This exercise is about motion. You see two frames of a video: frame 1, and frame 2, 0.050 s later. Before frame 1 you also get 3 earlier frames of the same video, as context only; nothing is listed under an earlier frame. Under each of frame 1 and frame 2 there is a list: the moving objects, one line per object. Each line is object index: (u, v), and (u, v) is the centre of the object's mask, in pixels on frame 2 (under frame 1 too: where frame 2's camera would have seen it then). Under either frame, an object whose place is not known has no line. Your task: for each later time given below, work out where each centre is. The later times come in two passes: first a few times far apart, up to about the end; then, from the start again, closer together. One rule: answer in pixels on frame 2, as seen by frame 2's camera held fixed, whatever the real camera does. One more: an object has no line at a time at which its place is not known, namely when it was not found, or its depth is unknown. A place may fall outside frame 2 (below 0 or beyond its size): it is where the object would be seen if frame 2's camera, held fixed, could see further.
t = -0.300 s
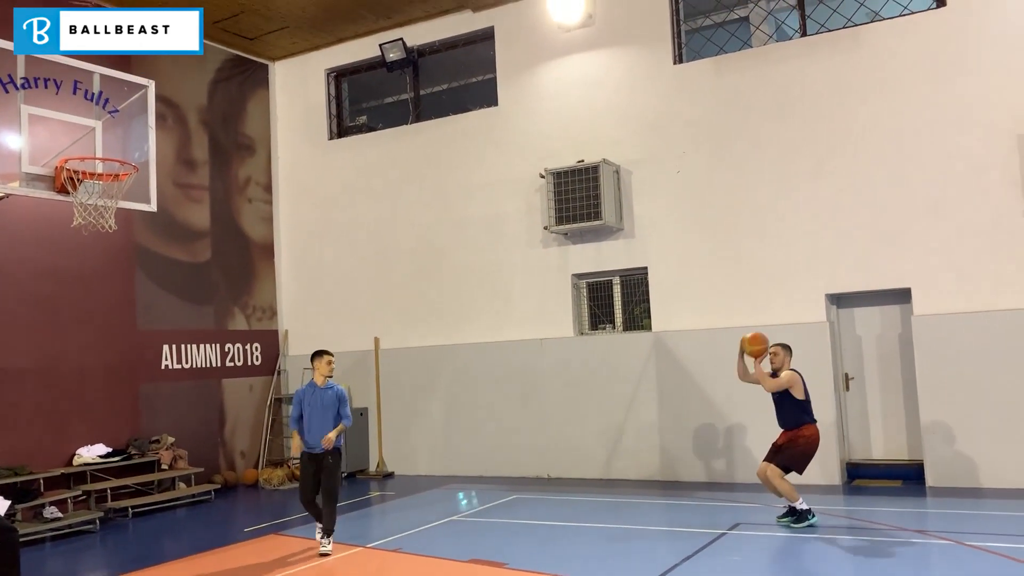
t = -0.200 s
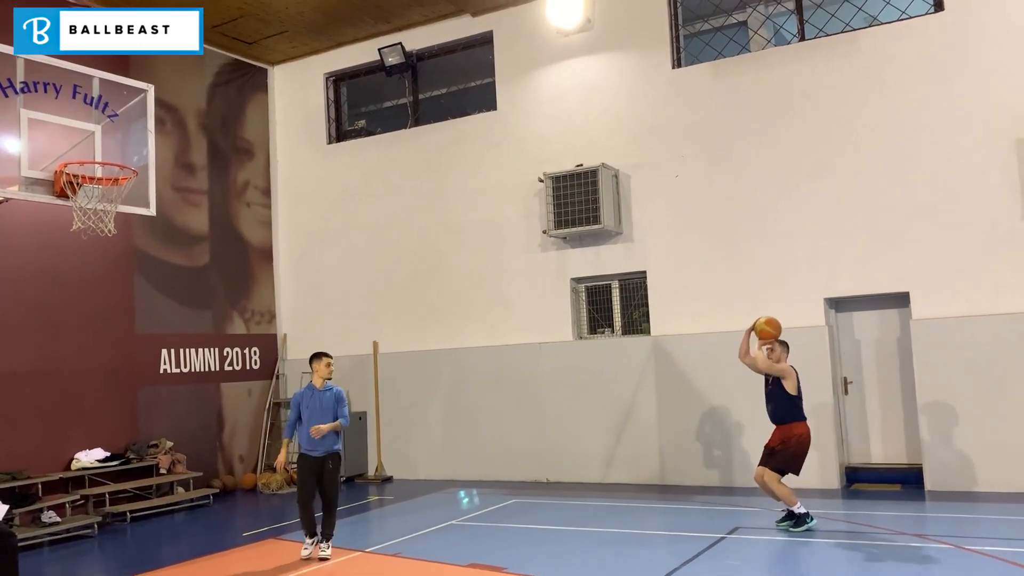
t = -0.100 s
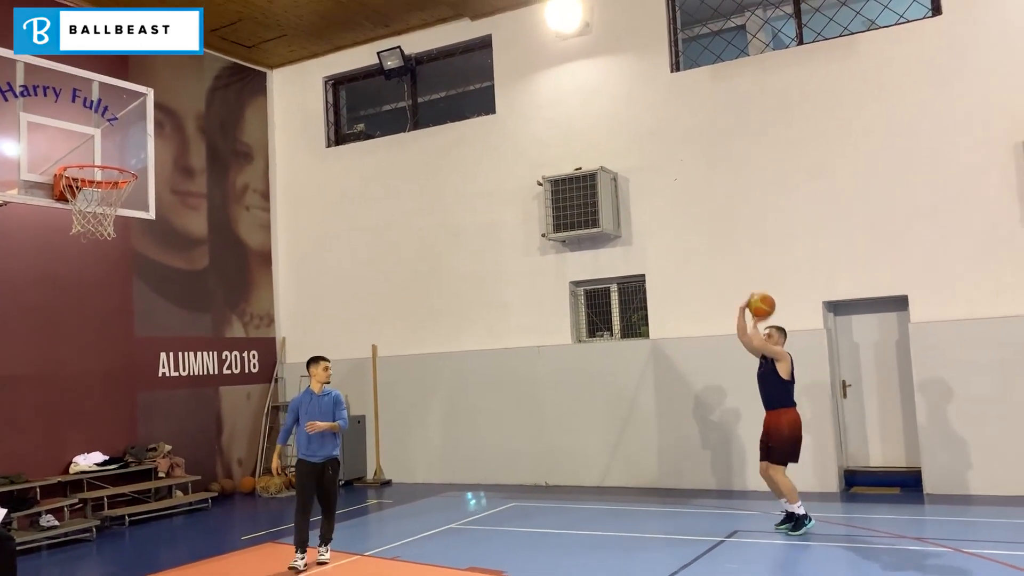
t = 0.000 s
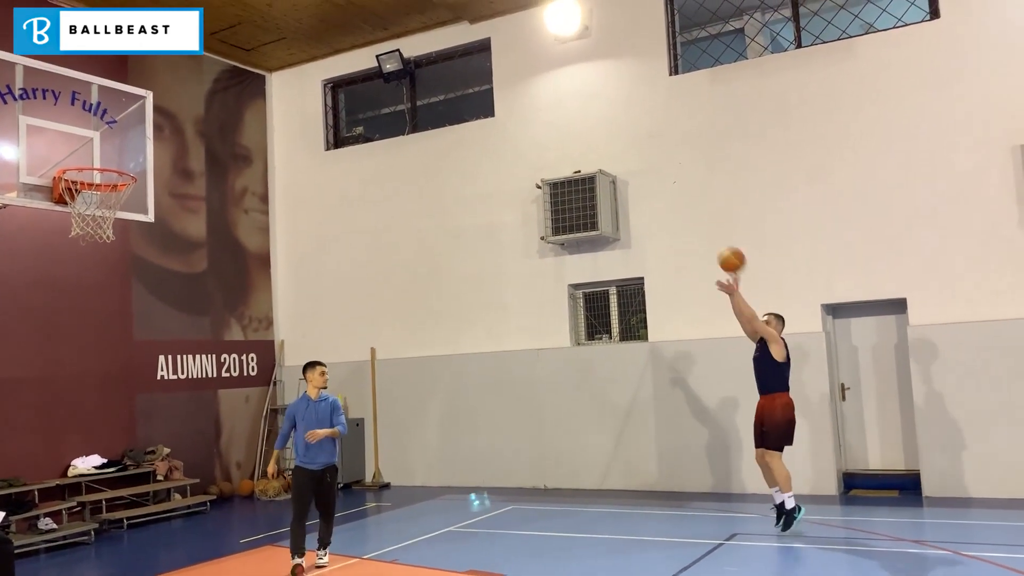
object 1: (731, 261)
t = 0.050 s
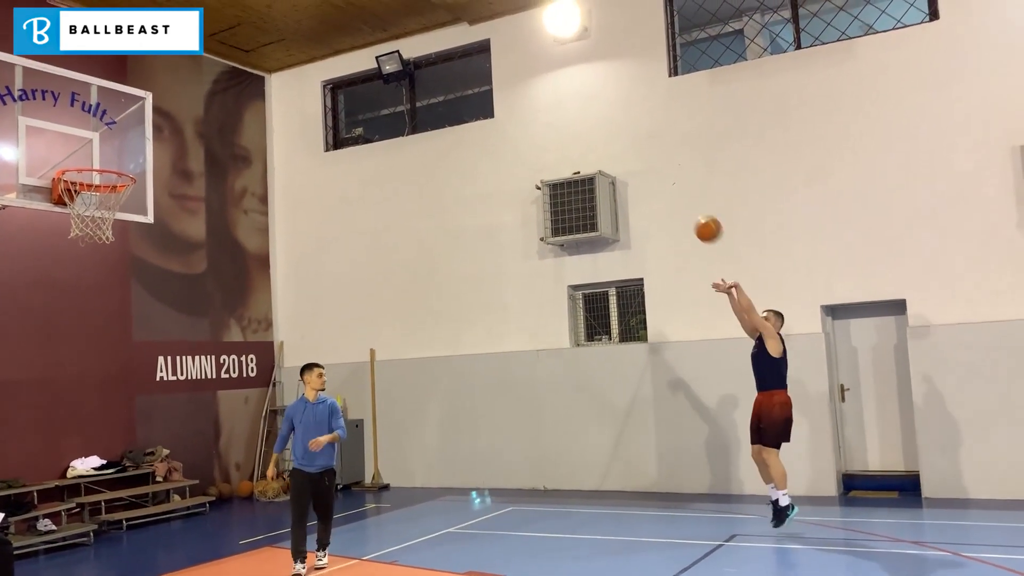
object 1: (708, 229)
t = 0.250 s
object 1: (614, 124)
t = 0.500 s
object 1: (492, 42)
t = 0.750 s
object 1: (362, 27)
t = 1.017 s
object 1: (207, 100)
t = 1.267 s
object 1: (70, 161)
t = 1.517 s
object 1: (43, 136)
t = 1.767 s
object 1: (15, 202)
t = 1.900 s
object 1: (2, 274)
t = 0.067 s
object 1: (701, 219)
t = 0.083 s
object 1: (692, 209)
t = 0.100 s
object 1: (685, 199)
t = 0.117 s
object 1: (678, 190)
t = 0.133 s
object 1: (669, 180)
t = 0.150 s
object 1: (661, 172)
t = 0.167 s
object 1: (654, 163)
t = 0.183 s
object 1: (645, 155)
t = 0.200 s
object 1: (637, 146)
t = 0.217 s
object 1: (630, 139)
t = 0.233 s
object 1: (621, 130)
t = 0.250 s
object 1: (614, 124)
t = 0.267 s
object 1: (606, 116)
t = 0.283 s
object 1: (597, 109)
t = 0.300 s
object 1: (590, 103)
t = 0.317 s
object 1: (582, 96)
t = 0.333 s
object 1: (574, 90)
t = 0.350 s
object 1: (566, 84)
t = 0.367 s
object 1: (558, 78)
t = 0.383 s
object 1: (549, 72)
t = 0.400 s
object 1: (542, 67)
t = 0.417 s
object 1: (534, 62)
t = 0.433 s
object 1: (525, 58)
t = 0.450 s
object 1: (517, 53)
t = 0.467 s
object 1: (509, 50)
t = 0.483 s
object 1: (500, 46)
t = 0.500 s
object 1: (492, 42)
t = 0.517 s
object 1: (484, 39)
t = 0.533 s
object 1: (476, 37)
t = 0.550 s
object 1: (467, 34)
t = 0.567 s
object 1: (458, 31)
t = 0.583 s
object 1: (451, 29)
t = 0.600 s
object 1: (441, 28)
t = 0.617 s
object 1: (433, 27)
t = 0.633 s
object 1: (424, 26)
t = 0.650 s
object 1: (415, 25)
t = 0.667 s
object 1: (406, 25)
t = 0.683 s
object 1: (398, 24)
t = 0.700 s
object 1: (389, 24)
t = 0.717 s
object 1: (380, 25)
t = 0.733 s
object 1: (371, 27)
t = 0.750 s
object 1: (362, 27)
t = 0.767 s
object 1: (352, 29)
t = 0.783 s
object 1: (343, 31)
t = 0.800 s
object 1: (334, 33)
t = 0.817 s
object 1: (325, 36)
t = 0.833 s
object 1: (315, 39)
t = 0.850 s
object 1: (306, 42)
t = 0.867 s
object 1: (296, 47)
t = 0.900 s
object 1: (276, 56)
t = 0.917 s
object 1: (267, 61)
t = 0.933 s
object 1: (257, 66)
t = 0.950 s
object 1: (248, 72)
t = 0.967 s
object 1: (237, 78)
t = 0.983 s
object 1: (227, 85)
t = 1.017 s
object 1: (207, 100)
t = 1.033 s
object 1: (196, 108)
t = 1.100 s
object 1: (154, 144)
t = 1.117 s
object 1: (141, 155)
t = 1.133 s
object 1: (133, 164)
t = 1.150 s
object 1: (125, 164)
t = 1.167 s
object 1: (117, 163)
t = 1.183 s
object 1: (110, 163)
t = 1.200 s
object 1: (102, 161)
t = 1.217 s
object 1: (93, 161)
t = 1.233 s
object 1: (86, 161)
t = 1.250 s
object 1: (77, 159)
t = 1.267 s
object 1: (70, 161)
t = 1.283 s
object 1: (67, 158)
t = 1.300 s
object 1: (65, 154)
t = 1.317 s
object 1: (63, 150)
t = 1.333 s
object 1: (61, 148)
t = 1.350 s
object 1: (60, 145)
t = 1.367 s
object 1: (58, 142)
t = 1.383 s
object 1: (57, 140)
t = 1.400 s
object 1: (55, 138)
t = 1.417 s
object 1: (53, 137)
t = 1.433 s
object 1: (51, 136)
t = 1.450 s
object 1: (49, 135)
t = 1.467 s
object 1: (48, 134)
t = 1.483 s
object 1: (46, 135)
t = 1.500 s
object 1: (45, 135)
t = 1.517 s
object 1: (43, 136)
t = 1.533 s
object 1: (41, 137)
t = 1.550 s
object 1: (39, 139)
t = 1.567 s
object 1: (37, 142)
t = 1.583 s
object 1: (36, 144)
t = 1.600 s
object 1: (34, 147)
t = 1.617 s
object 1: (32, 150)
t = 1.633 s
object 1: (30, 154)
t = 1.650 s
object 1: (28, 158)
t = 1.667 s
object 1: (27, 163)
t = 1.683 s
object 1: (25, 168)
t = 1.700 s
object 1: (23, 173)
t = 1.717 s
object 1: (21, 180)
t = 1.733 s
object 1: (19, 186)
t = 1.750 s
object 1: (17, 194)
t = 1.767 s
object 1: (15, 202)
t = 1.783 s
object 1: (14, 209)
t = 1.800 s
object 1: (13, 217)
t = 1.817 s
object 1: (11, 225)
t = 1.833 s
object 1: (9, 234)
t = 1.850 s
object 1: (7, 244)
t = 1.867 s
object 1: (5, 254)
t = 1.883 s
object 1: (4, 264)
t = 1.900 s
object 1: (2, 274)
